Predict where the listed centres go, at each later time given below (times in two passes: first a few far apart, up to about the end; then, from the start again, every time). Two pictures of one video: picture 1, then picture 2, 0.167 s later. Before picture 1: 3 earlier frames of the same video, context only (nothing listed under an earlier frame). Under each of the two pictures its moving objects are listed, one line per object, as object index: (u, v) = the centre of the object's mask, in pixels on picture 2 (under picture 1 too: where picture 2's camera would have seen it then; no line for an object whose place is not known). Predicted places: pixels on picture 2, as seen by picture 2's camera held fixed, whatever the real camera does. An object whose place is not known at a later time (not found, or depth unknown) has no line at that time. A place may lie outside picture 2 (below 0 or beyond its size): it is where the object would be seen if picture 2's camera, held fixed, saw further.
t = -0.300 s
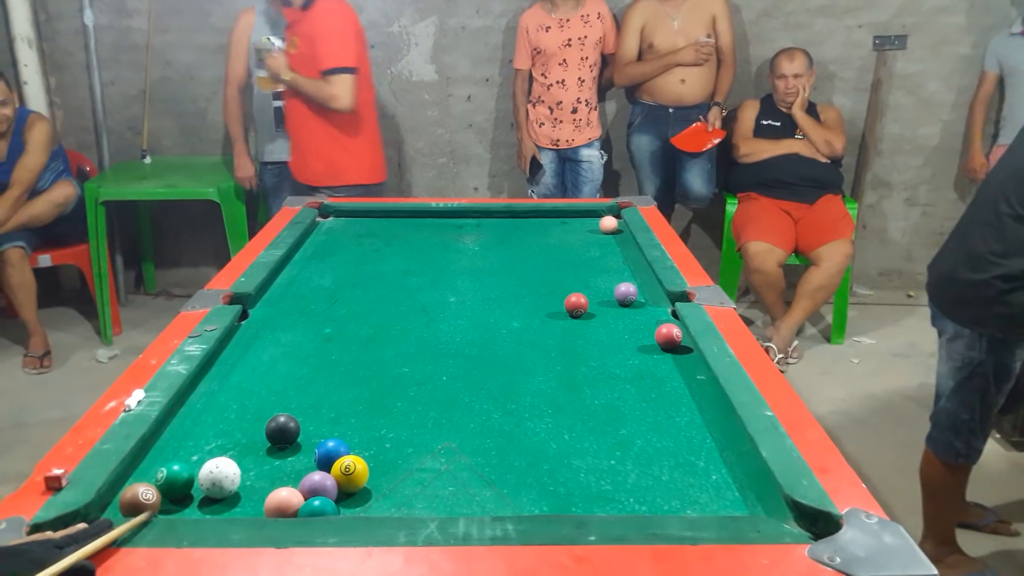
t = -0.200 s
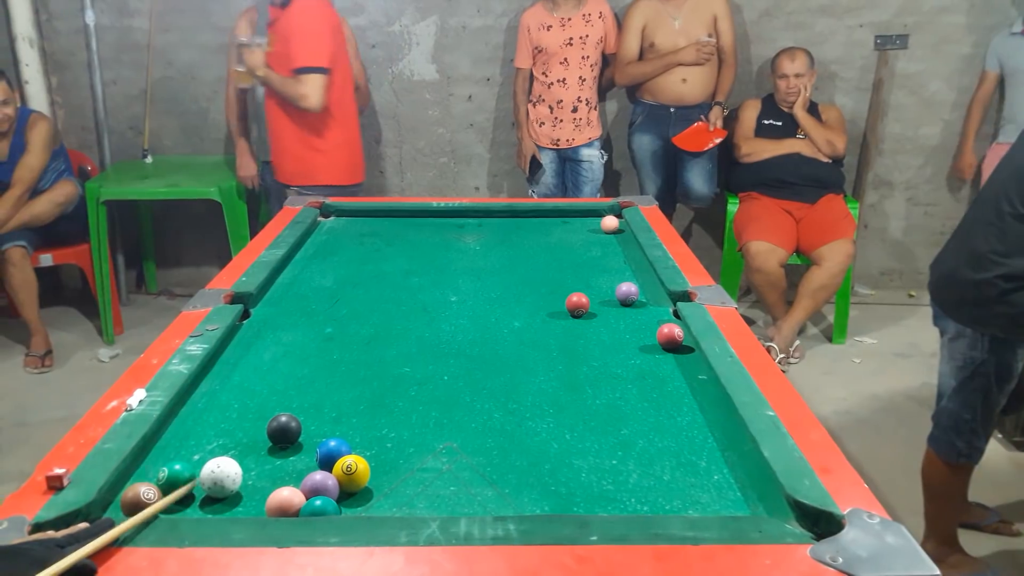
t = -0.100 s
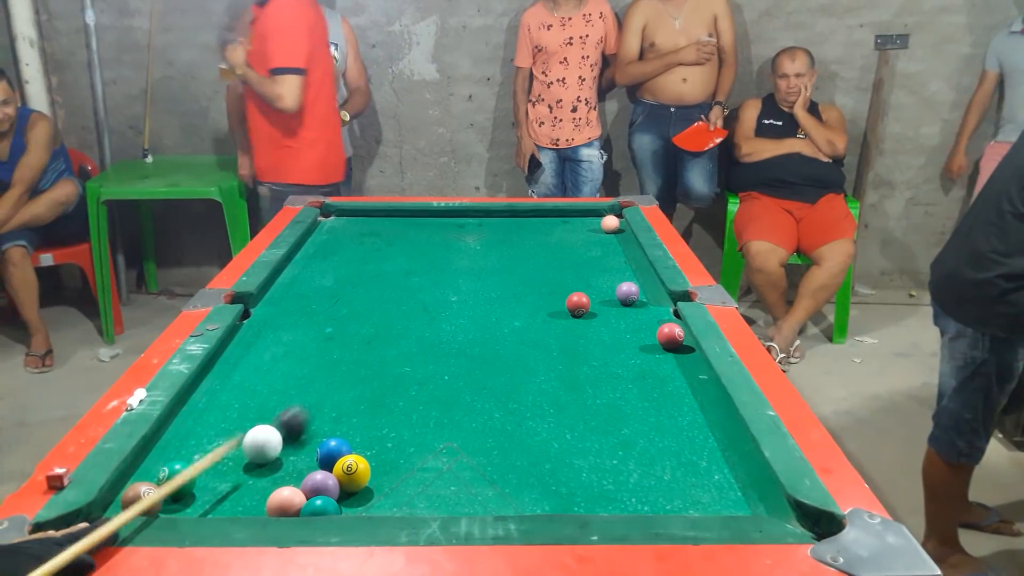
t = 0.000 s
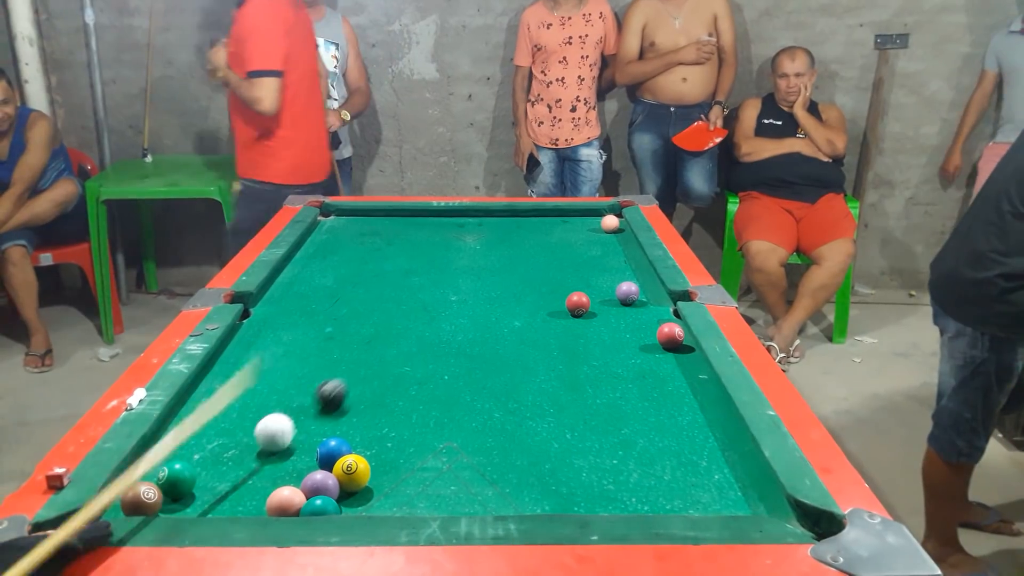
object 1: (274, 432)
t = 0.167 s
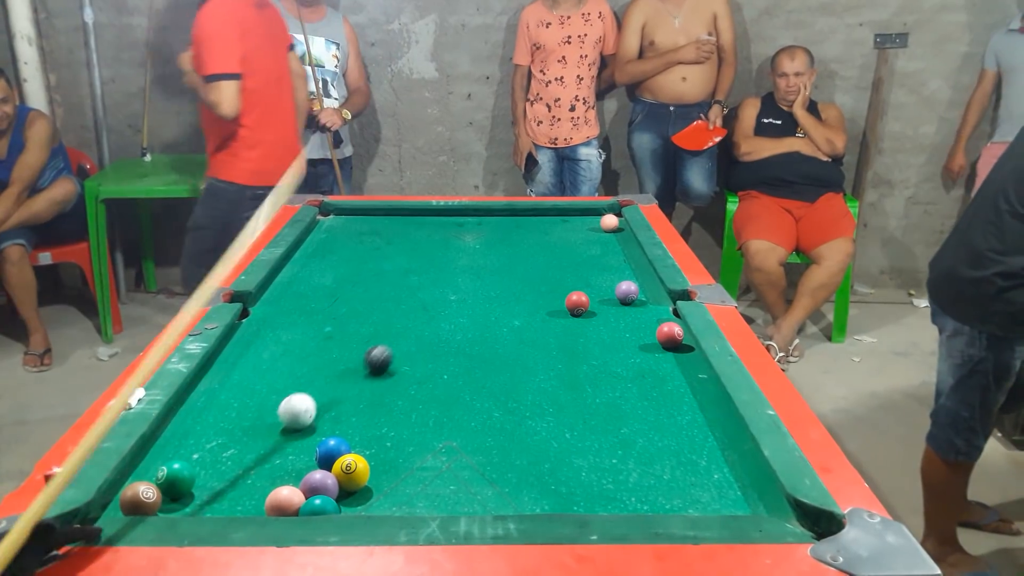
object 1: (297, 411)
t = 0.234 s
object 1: (306, 404)
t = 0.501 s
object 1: (335, 378)
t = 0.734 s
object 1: (357, 358)
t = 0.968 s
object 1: (375, 343)
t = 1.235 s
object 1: (391, 328)
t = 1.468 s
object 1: (403, 316)
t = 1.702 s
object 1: (412, 307)
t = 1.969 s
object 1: (422, 299)
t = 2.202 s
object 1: (428, 292)
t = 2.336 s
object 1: (432, 290)
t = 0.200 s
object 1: (301, 407)
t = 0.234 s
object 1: (306, 404)
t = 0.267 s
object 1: (310, 400)
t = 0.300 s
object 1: (313, 397)
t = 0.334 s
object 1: (318, 393)
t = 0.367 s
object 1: (321, 390)
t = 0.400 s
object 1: (325, 387)
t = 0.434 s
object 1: (328, 383)
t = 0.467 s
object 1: (332, 380)
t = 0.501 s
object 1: (335, 378)
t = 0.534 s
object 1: (338, 375)
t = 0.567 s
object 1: (341, 372)
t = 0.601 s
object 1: (344, 369)
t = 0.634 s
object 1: (348, 366)
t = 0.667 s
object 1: (351, 364)
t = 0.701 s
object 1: (354, 361)
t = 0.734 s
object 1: (357, 358)
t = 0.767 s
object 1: (359, 356)
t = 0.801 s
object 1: (362, 354)
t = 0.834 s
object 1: (365, 351)
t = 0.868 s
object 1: (367, 349)
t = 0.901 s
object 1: (370, 347)
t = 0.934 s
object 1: (372, 345)
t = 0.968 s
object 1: (375, 343)
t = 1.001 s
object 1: (377, 341)
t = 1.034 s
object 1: (379, 338)
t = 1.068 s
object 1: (381, 336)
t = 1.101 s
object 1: (383, 335)
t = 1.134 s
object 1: (385, 333)
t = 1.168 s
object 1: (387, 331)
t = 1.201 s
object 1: (389, 329)
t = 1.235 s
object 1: (391, 328)
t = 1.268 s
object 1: (393, 326)
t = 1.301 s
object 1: (394, 324)
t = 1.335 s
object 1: (396, 323)
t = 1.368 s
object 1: (398, 321)
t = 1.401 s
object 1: (399, 320)
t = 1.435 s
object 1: (401, 318)
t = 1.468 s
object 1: (403, 316)
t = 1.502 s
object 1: (404, 315)
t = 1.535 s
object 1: (405, 314)
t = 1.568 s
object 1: (407, 312)
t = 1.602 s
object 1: (408, 311)
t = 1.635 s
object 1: (410, 309)
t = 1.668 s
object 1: (411, 308)
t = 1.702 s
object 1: (412, 307)
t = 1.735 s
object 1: (414, 306)
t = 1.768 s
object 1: (415, 305)
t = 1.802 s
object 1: (416, 304)
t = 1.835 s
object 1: (417, 303)
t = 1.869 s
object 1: (418, 301)
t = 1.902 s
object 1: (419, 300)
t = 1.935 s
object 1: (420, 299)
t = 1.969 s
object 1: (422, 299)
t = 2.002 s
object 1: (422, 298)
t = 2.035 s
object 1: (424, 297)
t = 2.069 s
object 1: (424, 296)
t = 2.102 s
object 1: (425, 295)
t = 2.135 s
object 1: (426, 294)
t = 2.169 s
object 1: (427, 293)
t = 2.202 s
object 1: (428, 292)
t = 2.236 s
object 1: (429, 292)
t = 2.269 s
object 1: (430, 291)
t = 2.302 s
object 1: (431, 290)
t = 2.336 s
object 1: (432, 290)
